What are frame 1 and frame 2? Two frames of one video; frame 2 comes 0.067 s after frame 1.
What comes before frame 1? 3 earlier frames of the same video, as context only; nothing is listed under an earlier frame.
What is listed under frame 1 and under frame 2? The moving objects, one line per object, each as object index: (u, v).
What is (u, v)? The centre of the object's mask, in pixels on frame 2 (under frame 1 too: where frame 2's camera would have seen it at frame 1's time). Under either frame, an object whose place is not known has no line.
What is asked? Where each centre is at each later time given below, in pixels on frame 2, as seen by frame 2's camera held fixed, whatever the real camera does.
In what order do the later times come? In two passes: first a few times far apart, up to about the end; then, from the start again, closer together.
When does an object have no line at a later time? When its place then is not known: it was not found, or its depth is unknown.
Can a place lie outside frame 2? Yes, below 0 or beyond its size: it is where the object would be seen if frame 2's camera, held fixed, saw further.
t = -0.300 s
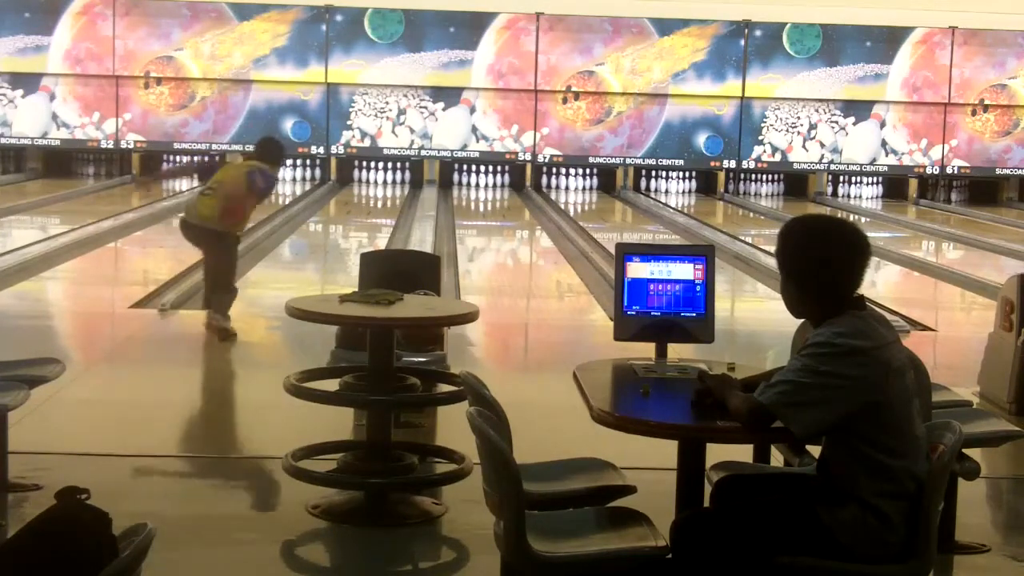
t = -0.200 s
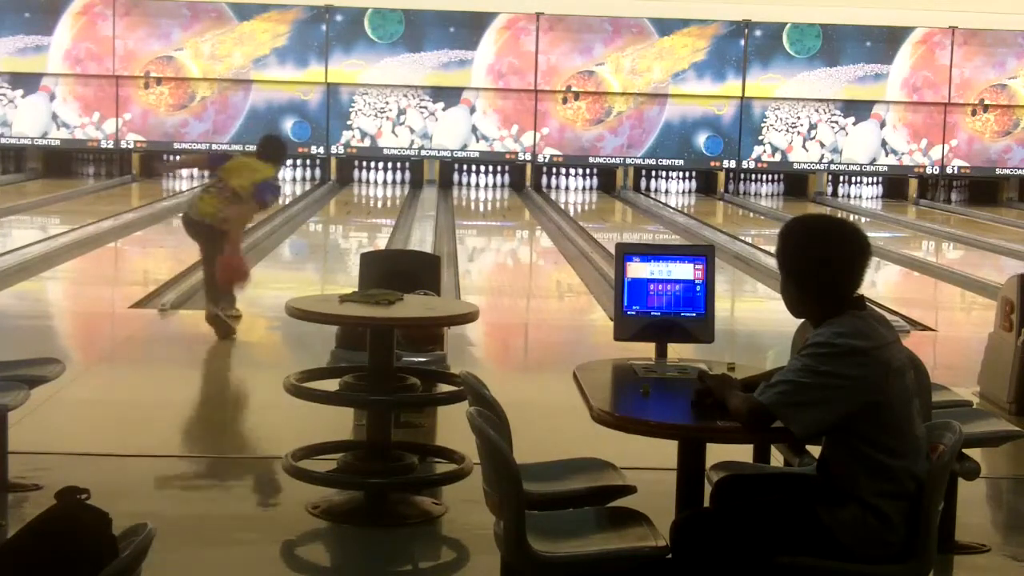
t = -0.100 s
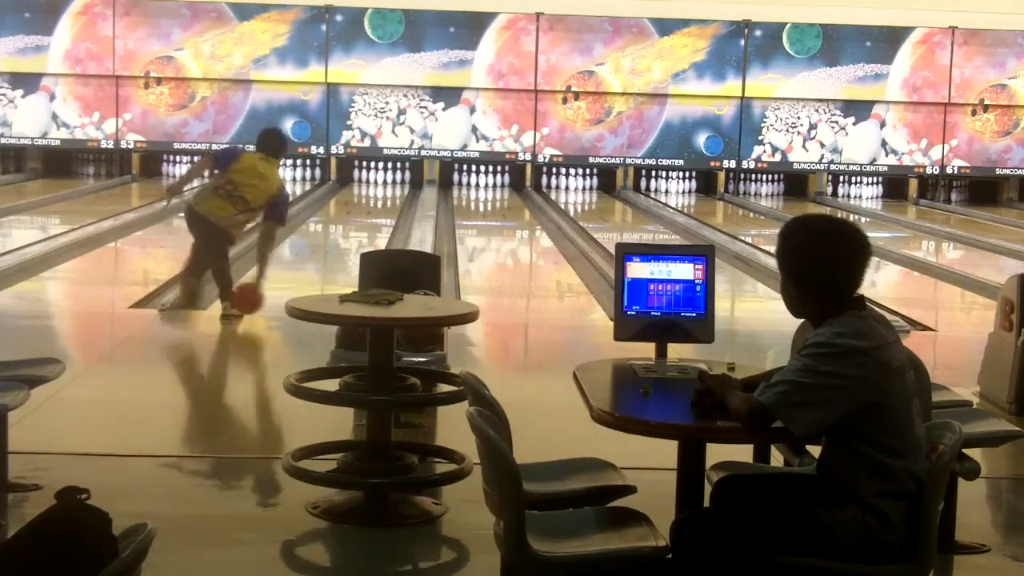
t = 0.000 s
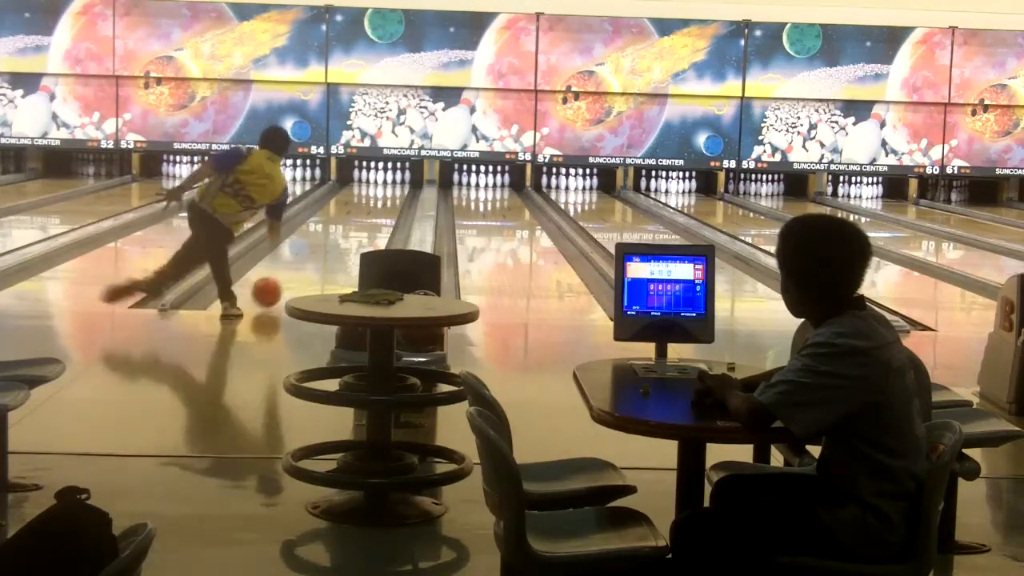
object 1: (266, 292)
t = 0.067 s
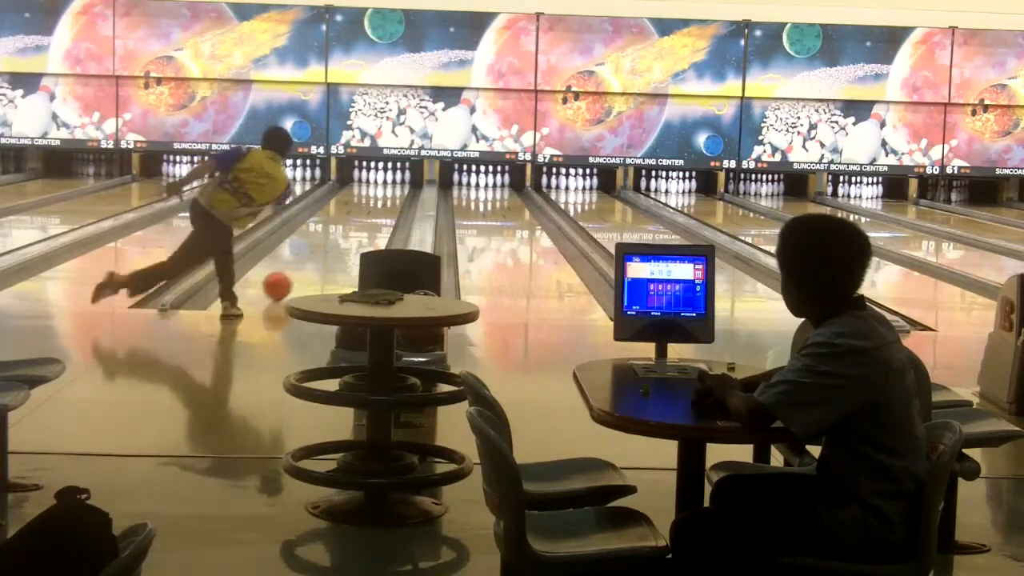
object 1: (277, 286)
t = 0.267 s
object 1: (304, 264)
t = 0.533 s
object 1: (331, 245)
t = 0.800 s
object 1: (351, 229)
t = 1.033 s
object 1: (365, 218)
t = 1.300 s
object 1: (376, 207)
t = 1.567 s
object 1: (385, 200)
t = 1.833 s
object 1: (389, 193)
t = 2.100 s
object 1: (390, 186)
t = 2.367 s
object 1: (389, 181)
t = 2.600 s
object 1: (390, 176)
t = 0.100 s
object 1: (282, 282)
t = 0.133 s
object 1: (287, 278)
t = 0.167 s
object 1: (292, 275)
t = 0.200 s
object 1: (296, 271)
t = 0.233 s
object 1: (300, 268)
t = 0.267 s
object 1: (304, 264)
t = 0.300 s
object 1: (308, 262)
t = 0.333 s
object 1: (312, 259)
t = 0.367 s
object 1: (315, 256)
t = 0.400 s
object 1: (319, 254)
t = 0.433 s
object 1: (321, 251)
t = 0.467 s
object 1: (324, 249)
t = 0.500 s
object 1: (328, 247)
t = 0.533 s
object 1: (331, 245)
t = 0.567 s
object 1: (334, 242)
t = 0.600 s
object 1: (336, 240)
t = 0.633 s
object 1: (339, 238)
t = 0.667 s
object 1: (342, 236)
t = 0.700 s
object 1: (344, 234)
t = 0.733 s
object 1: (347, 232)
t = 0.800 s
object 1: (351, 229)
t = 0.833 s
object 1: (353, 227)
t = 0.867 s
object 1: (356, 225)
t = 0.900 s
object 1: (357, 223)
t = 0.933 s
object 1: (360, 222)
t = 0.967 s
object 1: (362, 220)
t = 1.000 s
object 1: (363, 219)
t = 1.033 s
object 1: (365, 218)
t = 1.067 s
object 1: (367, 217)
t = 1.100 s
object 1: (368, 216)
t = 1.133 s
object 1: (369, 214)
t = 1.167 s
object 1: (371, 212)
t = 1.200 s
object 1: (372, 211)
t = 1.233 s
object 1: (375, 209)
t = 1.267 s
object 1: (375, 208)
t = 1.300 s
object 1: (376, 207)
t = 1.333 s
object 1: (377, 207)
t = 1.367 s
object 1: (377, 206)
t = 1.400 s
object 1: (379, 204)
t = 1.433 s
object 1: (381, 203)
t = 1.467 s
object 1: (382, 202)
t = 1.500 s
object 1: (383, 201)
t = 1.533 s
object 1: (384, 201)
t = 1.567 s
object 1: (385, 200)
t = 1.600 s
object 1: (385, 199)
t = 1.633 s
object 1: (386, 197)
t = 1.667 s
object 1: (387, 196)
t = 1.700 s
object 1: (387, 195)
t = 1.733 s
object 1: (388, 195)
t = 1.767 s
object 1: (388, 195)
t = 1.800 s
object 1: (389, 193)
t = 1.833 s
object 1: (389, 193)
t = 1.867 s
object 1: (390, 191)
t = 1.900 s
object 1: (390, 190)
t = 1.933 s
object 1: (390, 189)
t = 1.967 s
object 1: (390, 188)
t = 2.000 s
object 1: (390, 187)
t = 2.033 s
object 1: (390, 187)
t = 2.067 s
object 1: (391, 186)
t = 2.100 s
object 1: (390, 186)
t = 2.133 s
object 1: (390, 185)
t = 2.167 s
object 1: (390, 185)
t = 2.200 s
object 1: (390, 183)
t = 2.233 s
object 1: (390, 183)
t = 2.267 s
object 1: (390, 183)
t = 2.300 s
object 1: (390, 181)
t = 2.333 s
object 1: (389, 181)
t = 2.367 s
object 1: (389, 181)
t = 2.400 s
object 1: (389, 180)
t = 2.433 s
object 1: (389, 180)
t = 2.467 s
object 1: (389, 179)
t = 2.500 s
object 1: (390, 177)
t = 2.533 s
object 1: (390, 176)
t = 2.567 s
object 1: (390, 176)
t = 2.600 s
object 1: (390, 176)
